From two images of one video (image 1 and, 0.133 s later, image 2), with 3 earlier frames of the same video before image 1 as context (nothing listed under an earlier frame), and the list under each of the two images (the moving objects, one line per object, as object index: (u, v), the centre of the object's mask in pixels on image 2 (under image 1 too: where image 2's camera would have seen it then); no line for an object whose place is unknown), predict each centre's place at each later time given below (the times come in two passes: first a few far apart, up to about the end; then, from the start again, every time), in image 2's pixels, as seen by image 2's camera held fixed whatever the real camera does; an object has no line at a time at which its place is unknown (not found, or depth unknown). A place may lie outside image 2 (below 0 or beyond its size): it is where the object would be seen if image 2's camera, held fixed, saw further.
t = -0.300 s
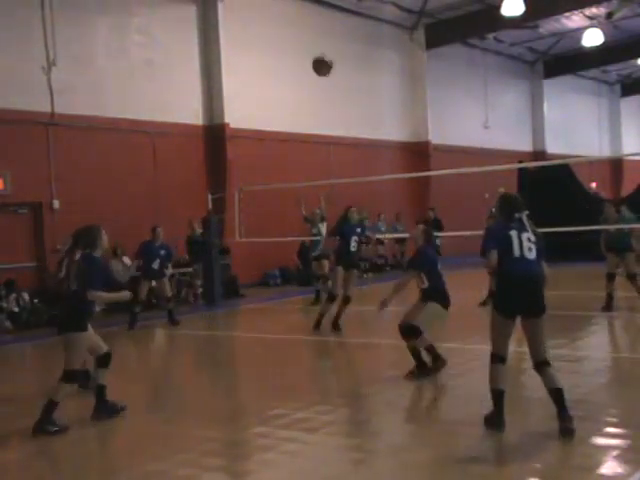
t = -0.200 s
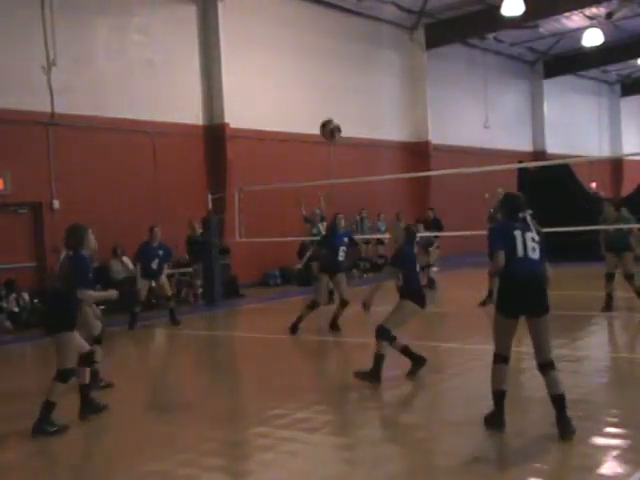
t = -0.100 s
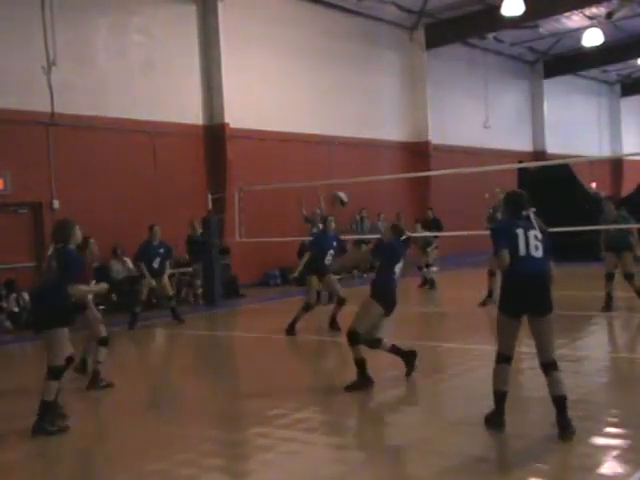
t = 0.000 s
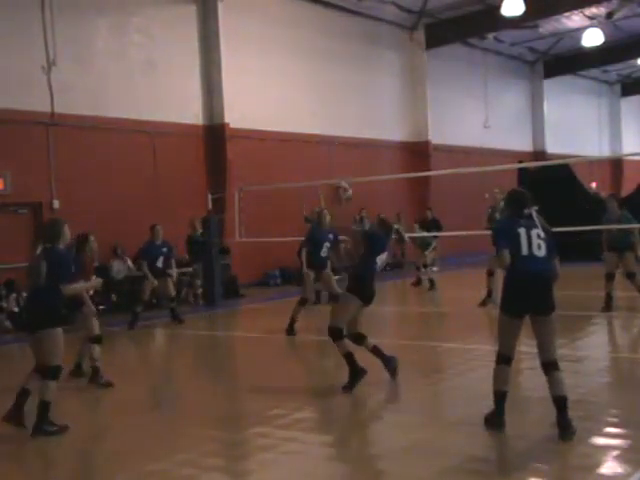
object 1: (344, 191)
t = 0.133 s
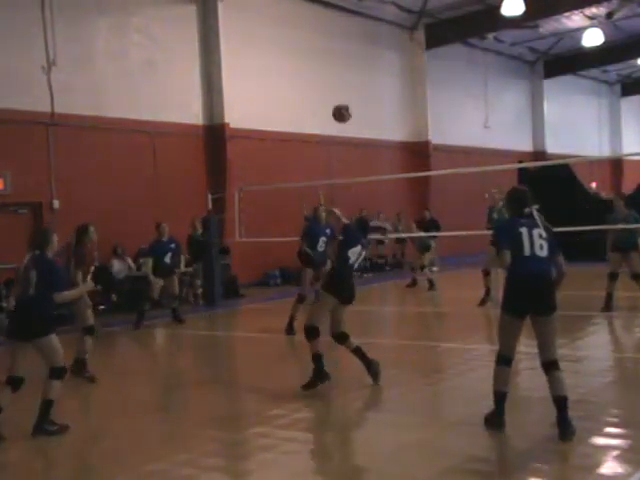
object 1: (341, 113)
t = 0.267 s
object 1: (342, 59)
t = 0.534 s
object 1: (347, 9)
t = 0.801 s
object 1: (353, 23)
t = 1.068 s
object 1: (360, 85)
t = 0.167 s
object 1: (341, 97)
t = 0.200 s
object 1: (341, 83)
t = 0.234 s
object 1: (342, 69)
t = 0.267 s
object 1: (342, 59)
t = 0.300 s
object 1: (343, 48)
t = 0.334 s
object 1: (343, 40)
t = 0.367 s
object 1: (345, 31)
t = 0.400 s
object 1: (345, 25)
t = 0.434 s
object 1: (345, 19)
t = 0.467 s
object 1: (345, 15)
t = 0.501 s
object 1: (346, 12)
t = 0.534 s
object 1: (347, 9)
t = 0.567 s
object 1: (348, 10)
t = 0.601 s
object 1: (348, 8)
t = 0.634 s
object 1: (350, 8)
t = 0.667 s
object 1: (350, 9)
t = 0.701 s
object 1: (350, 12)
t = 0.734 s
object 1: (351, 16)
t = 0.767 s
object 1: (352, 20)
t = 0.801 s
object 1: (353, 23)
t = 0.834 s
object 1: (354, 29)
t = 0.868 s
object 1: (355, 37)
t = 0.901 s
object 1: (356, 43)
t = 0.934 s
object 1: (356, 50)
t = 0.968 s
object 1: (358, 58)
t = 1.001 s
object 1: (359, 65)
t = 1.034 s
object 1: (360, 74)
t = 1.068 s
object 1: (360, 85)
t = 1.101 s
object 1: (361, 95)
